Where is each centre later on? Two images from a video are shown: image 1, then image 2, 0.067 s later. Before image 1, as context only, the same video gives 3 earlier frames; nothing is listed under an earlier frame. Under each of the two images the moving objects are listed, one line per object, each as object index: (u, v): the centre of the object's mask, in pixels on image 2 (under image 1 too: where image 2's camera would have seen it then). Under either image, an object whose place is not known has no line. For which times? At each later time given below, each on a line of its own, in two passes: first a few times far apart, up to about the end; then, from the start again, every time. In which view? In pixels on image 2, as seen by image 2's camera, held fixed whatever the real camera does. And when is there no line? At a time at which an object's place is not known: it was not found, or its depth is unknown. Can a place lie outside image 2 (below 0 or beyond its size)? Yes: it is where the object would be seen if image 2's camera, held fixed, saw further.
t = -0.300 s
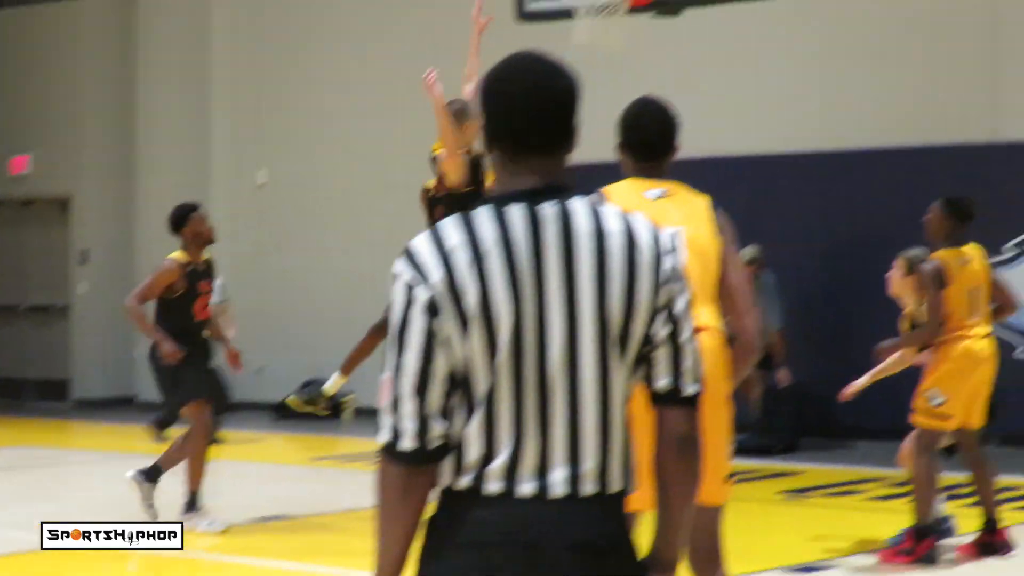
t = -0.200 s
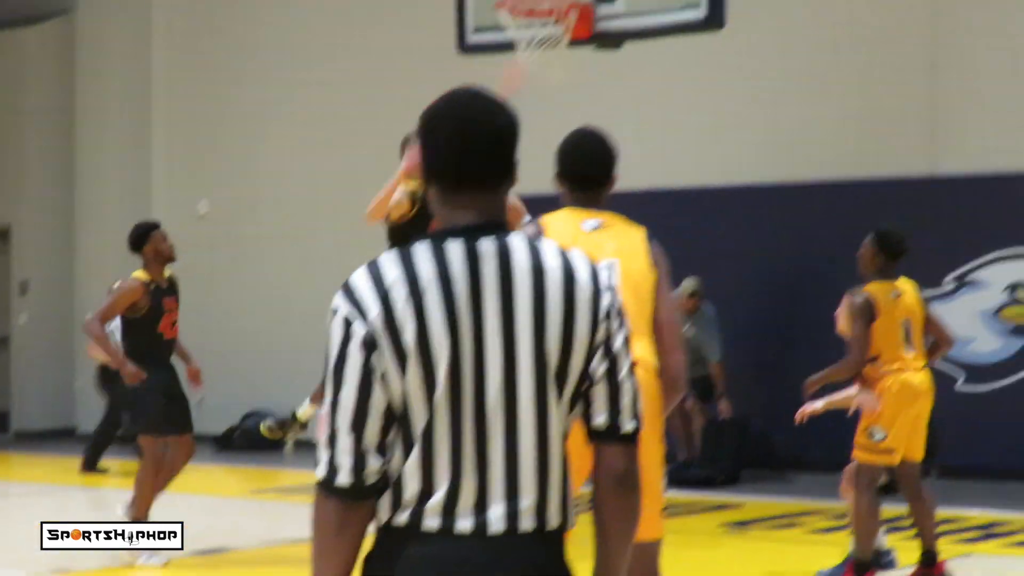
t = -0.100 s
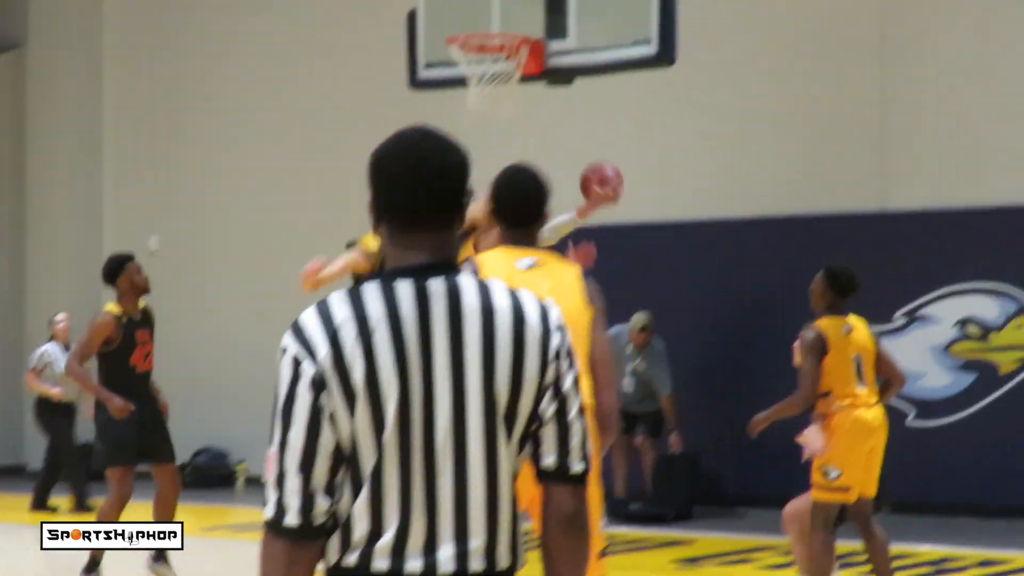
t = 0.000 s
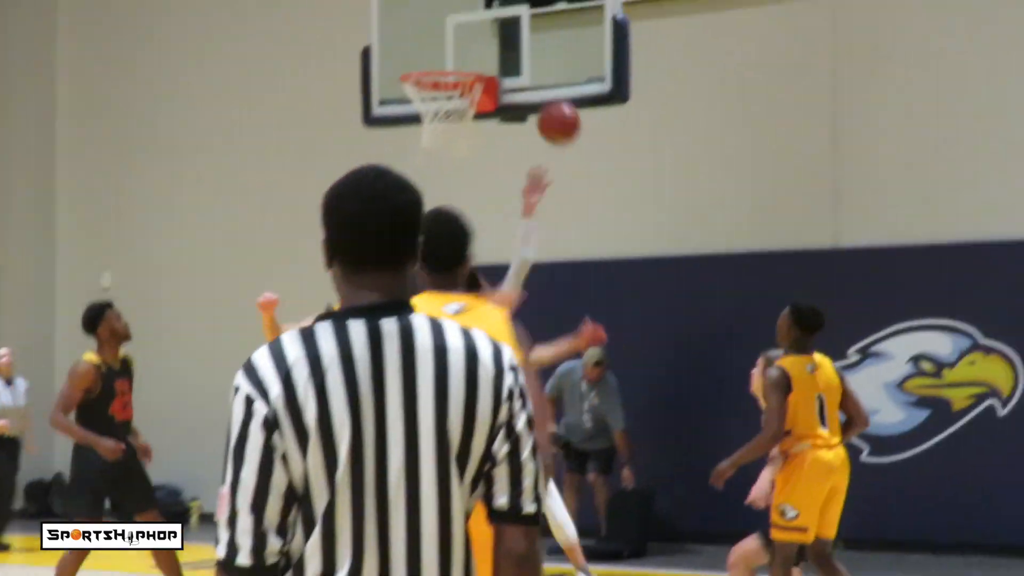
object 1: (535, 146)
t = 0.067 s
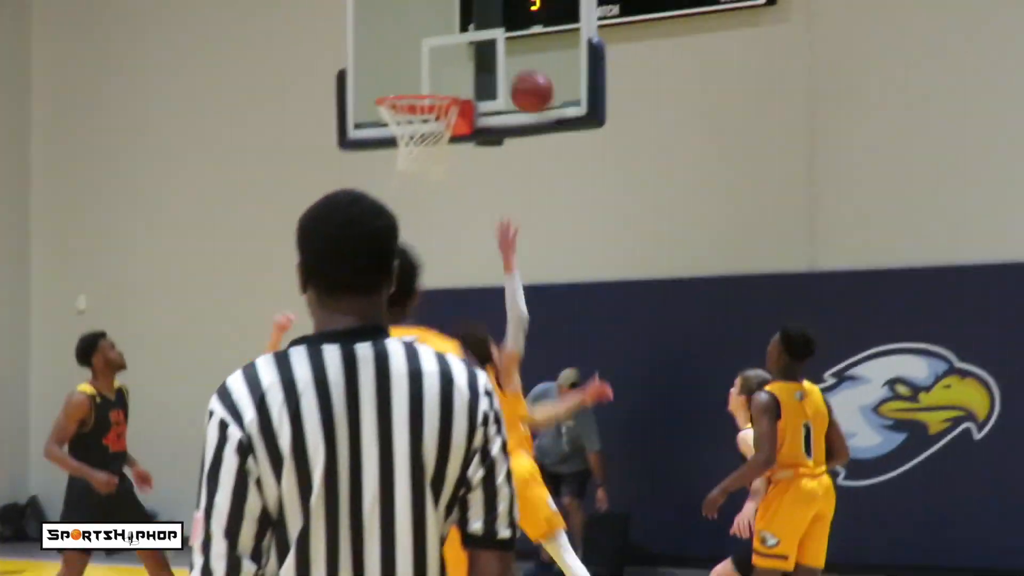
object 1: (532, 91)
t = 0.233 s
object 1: (498, 19)
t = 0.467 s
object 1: (426, 26)
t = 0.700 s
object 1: (378, 61)
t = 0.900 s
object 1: (376, 51)
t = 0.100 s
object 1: (531, 68)
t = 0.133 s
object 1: (529, 47)
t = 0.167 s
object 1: (520, 35)
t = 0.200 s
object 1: (509, 26)
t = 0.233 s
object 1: (498, 19)
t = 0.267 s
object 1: (488, 14)
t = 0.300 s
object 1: (479, 11)
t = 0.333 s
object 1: (468, 11)
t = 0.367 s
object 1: (457, 12)
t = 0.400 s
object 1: (447, 15)
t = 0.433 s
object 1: (436, 19)
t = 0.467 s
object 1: (426, 26)
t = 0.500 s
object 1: (415, 35)
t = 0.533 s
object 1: (405, 46)
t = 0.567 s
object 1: (395, 58)
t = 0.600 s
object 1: (385, 73)
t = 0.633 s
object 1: (379, 80)
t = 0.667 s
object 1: (378, 70)
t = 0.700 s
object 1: (378, 61)
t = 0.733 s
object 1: (378, 55)
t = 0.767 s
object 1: (377, 50)
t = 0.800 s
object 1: (377, 47)
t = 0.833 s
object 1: (377, 46)
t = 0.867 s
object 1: (376, 48)
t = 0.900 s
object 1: (376, 51)
